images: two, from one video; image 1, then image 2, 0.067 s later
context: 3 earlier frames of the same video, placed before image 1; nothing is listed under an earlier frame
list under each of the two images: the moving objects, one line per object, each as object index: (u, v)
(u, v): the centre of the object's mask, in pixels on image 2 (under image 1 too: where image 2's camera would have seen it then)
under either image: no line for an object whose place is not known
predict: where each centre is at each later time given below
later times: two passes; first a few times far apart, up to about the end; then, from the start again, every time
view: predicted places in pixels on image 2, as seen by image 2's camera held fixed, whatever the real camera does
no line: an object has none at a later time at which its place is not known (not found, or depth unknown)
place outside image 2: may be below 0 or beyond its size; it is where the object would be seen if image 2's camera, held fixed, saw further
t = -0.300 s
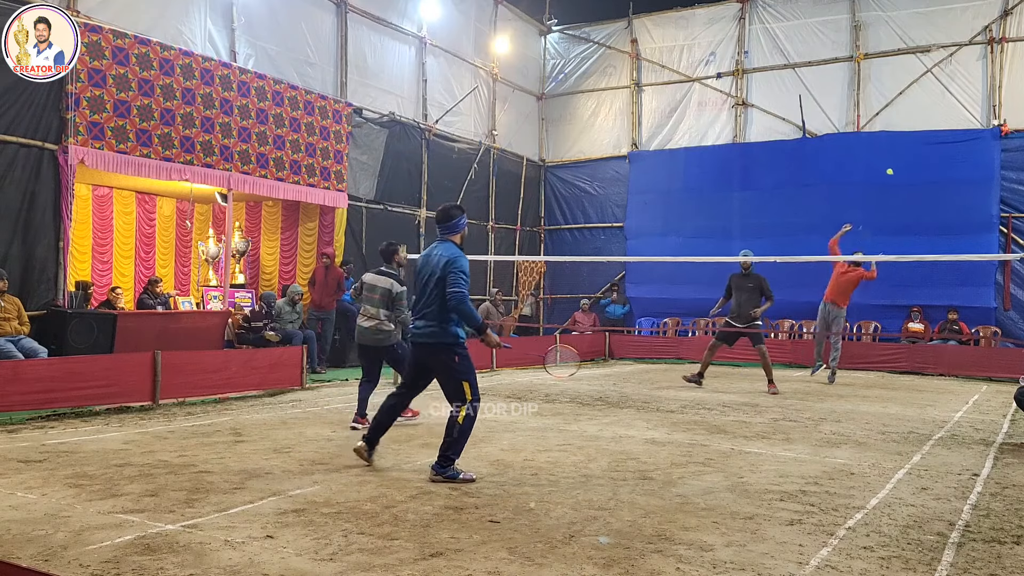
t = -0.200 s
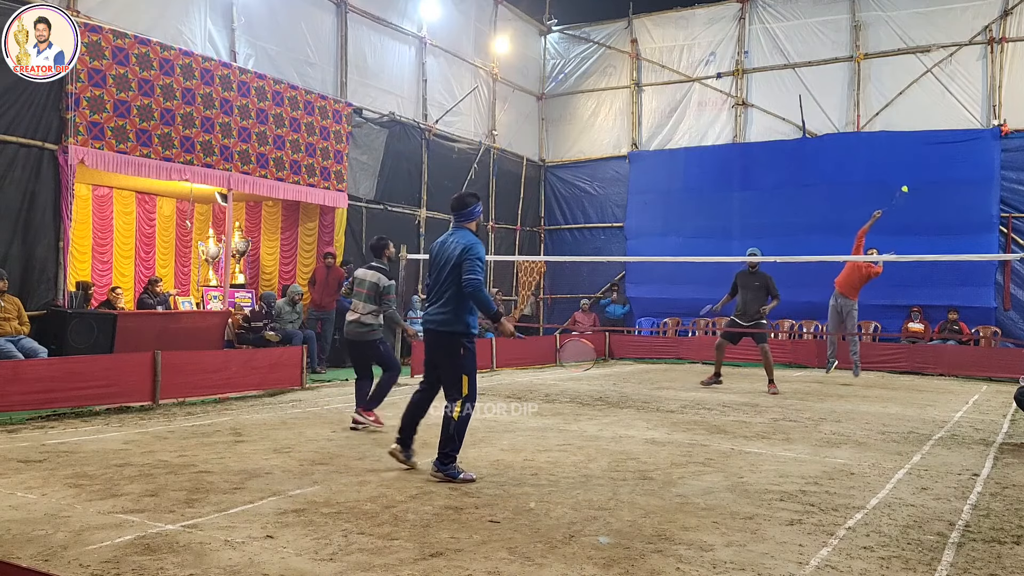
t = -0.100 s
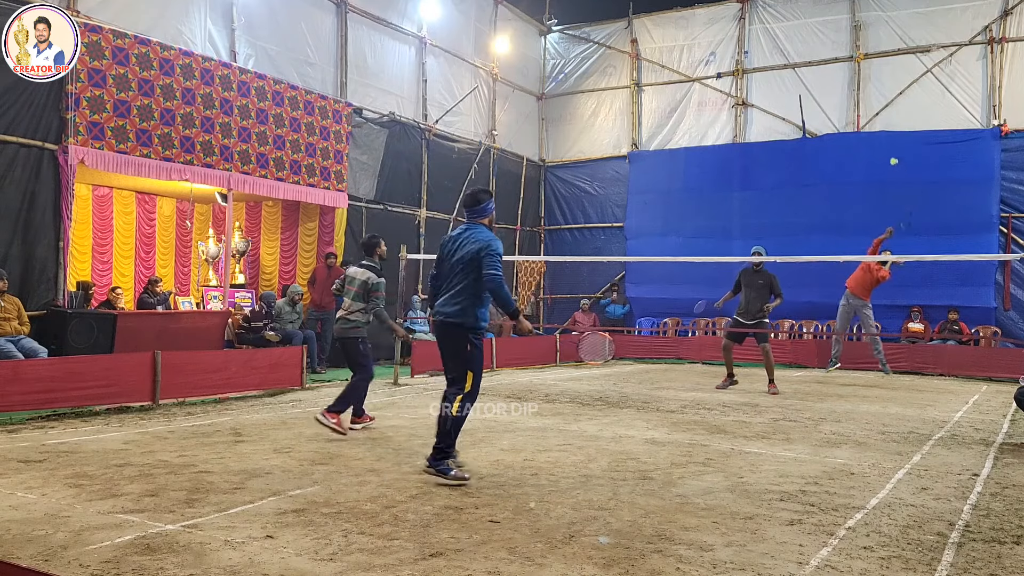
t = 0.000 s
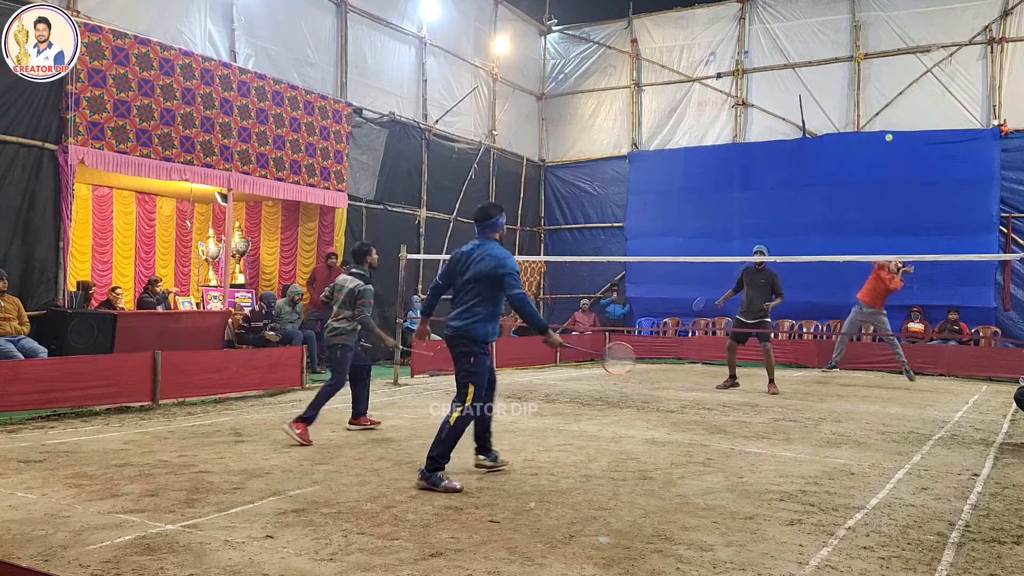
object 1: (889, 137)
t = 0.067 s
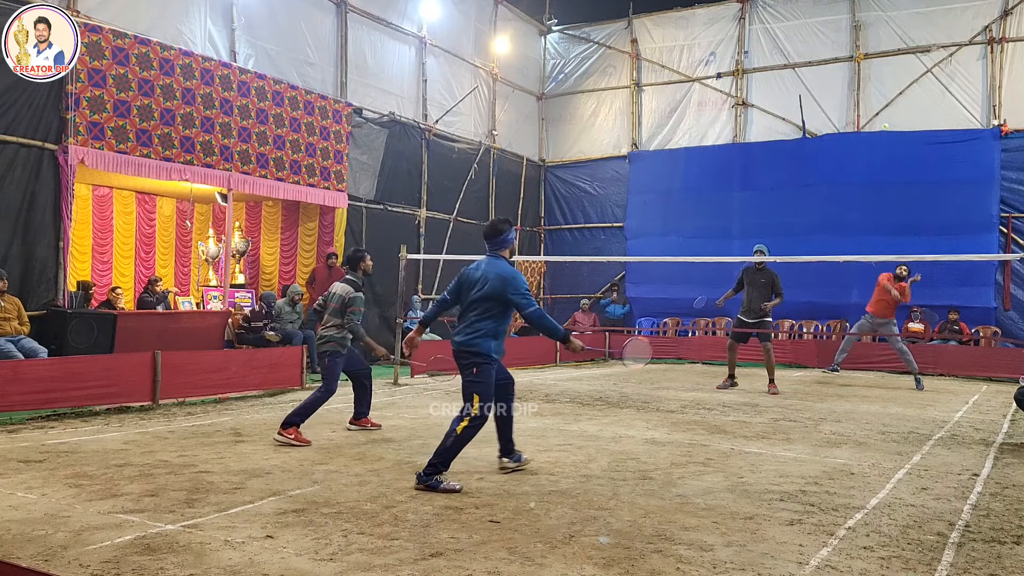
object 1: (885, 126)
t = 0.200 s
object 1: (876, 117)
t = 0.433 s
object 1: (860, 144)
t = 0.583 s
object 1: (848, 194)
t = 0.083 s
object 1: (884, 125)
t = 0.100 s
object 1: (883, 123)
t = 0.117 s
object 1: (882, 121)
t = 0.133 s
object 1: (881, 120)
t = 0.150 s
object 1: (880, 118)
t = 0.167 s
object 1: (879, 117)
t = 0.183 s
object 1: (878, 117)
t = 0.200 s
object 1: (876, 117)
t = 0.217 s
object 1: (875, 116)
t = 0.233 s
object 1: (874, 117)
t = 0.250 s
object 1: (873, 118)
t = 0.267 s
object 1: (872, 119)
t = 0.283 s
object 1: (871, 120)
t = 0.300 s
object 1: (870, 121)
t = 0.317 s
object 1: (868, 122)
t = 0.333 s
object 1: (867, 124)
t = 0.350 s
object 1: (866, 127)
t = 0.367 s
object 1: (865, 130)
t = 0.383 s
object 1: (863, 133)
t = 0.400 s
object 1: (862, 136)
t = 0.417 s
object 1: (861, 140)
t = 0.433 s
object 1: (860, 144)
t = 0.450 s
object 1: (859, 148)
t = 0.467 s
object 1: (857, 153)
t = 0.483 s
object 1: (856, 158)
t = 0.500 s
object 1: (855, 163)
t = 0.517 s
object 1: (854, 168)
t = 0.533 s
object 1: (852, 174)
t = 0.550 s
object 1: (851, 180)
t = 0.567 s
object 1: (850, 187)
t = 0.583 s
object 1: (848, 194)
